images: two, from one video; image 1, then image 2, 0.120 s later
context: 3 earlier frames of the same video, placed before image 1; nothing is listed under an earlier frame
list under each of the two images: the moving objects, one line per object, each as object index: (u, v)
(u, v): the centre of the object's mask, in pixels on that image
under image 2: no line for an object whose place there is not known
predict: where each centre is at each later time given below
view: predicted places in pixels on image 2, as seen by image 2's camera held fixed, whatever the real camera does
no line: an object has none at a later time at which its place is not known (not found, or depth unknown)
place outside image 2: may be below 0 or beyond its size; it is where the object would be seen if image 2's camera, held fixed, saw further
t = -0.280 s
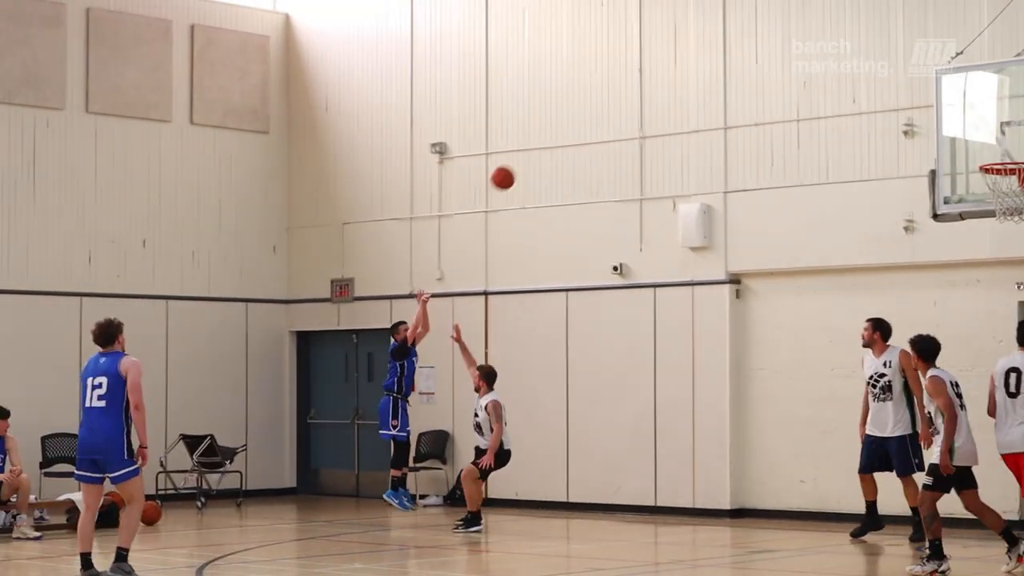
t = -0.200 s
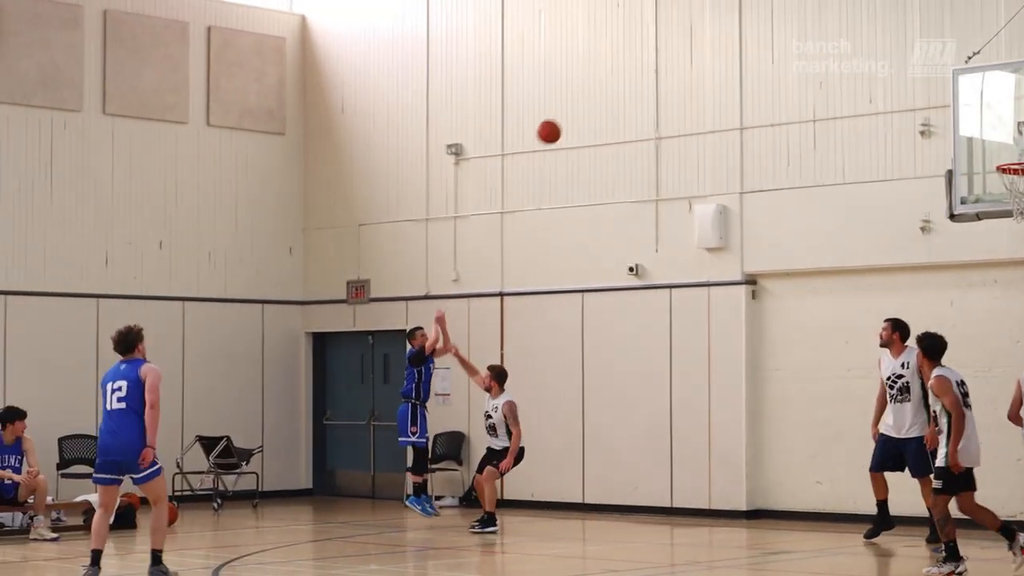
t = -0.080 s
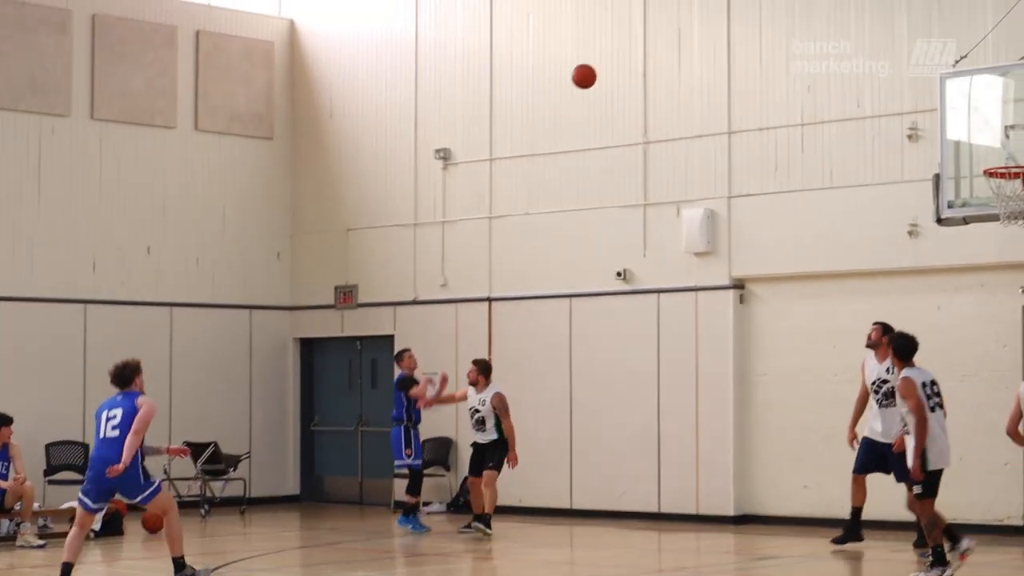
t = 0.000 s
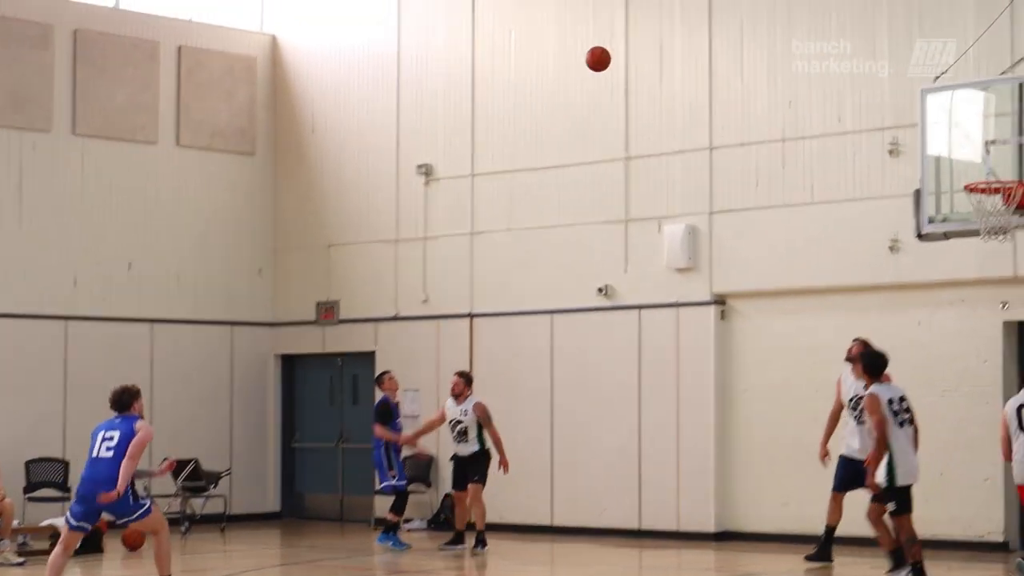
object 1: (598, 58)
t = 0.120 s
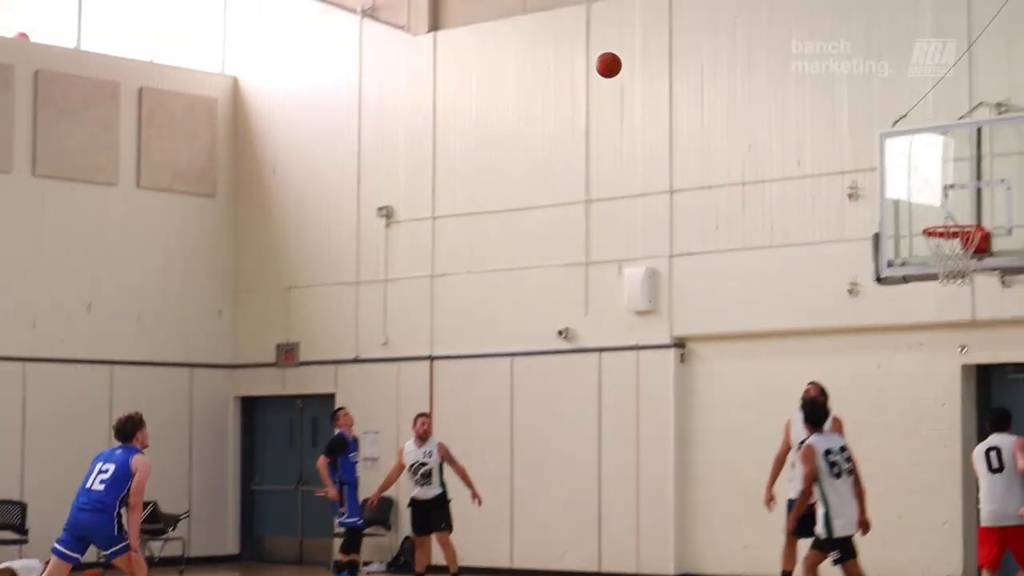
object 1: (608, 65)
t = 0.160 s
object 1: (626, 55)
